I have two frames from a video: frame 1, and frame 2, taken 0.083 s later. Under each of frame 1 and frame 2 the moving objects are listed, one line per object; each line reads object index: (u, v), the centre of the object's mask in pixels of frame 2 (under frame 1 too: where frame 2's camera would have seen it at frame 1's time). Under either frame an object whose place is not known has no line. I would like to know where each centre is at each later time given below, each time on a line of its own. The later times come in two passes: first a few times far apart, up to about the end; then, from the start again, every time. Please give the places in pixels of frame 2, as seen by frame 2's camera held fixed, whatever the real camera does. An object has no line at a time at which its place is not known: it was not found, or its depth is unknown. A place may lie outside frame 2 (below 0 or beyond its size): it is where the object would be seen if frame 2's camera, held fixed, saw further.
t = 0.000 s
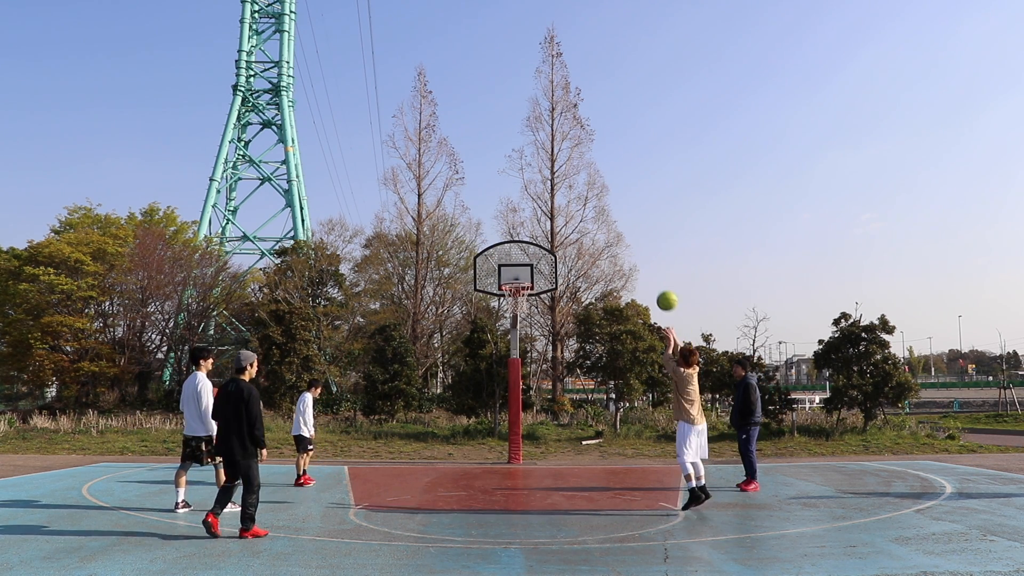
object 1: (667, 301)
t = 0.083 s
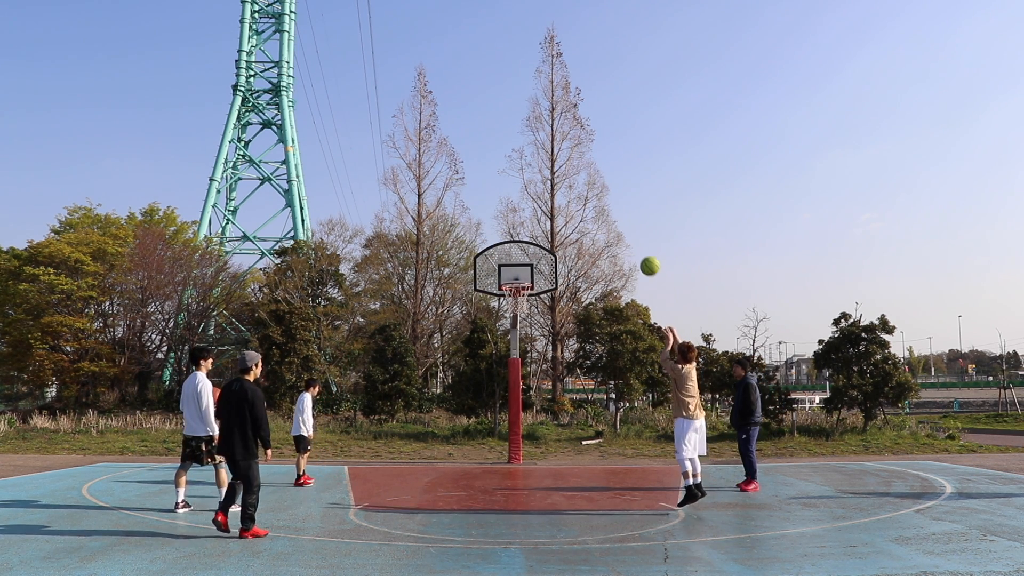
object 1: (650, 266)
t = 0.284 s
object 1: (615, 212)
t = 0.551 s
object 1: (577, 194)
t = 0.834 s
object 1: (545, 225)
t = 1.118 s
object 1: (518, 298)
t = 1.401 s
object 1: (504, 328)
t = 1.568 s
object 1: (495, 368)
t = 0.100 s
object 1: (647, 260)
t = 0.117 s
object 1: (644, 254)
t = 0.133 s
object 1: (640, 249)
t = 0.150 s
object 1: (637, 244)
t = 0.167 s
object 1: (635, 239)
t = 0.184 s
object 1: (632, 234)
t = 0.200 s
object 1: (629, 230)
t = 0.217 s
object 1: (626, 226)
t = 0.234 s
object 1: (623, 222)
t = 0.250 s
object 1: (620, 219)
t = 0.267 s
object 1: (618, 215)
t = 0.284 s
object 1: (615, 212)
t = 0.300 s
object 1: (612, 210)
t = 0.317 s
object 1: (610, 207)
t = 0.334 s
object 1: (607, 205)
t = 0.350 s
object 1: (604, 203)
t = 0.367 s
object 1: (602, 201)
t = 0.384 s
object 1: (600, 199)
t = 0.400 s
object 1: (597, 198)
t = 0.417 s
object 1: (595, 196)
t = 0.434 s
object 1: (593, 196)
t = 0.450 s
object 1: (590, 195)
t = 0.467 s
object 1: (588, 194)
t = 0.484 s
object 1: (586, 194)
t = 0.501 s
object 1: (584, 193)
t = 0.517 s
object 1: (582, 193)
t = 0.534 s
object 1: (580, 193)
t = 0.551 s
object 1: (577, 194)
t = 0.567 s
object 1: (575, 194)
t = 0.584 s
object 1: (573, 195)
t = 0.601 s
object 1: (571, 196)
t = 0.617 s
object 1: (569, 197)
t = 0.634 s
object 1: (567, 198)
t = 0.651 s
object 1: (565, 200)
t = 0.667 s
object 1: (563, 201)
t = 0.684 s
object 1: (561, 203)
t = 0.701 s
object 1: (560, 205)
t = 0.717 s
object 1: (557, 207)
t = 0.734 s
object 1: (556, 209)
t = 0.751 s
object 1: (554, 211)
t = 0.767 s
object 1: (552, 214)
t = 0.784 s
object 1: (550, 216)
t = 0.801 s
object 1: (548, 219)
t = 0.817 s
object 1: (547, 222)
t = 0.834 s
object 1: (545, 225)
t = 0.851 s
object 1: (543, 229)
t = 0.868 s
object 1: (541, 232)
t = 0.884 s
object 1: (540, 236)
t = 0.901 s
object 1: (538, 239)
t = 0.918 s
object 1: (536, 243)
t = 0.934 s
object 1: (535, 247)
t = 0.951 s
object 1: (533, 251)
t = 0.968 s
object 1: (532, 255)
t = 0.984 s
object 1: (530, 259)
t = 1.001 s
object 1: (529, 264)
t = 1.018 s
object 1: (527, 268)
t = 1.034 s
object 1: (525, 273)
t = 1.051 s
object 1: (523, 277)
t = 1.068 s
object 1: (522, 282)
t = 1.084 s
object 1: (520, 289)
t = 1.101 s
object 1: (519, 293)
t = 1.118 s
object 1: (518, 298)
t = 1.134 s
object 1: (518, 300)
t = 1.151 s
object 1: (517, 301)
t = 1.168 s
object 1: (516, 302)
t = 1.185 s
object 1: (514, 303)
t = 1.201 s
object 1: (514, 304)
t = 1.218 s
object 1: (513, 305)
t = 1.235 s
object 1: (512, 307)
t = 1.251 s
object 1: (511, 308)
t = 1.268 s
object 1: (510, 309)
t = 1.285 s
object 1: (509, 311)
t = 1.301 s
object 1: (509, 313)
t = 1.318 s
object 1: (508, 316)
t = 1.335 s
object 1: (507, 318)
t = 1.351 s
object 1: (506, 320)
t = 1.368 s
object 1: (505, 323)
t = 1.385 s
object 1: (505, 326)
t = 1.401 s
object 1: (504, 328)
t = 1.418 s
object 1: (503, 332)
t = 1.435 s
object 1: (502, 335)
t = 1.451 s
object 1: (501, 338)
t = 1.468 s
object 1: (500, 342)
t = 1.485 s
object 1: (500, 346)
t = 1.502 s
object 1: (499, 350)
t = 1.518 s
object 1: (498, 354)
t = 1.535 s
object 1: (497, 358)
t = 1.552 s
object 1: (496, 363)
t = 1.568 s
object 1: (495, 368)
